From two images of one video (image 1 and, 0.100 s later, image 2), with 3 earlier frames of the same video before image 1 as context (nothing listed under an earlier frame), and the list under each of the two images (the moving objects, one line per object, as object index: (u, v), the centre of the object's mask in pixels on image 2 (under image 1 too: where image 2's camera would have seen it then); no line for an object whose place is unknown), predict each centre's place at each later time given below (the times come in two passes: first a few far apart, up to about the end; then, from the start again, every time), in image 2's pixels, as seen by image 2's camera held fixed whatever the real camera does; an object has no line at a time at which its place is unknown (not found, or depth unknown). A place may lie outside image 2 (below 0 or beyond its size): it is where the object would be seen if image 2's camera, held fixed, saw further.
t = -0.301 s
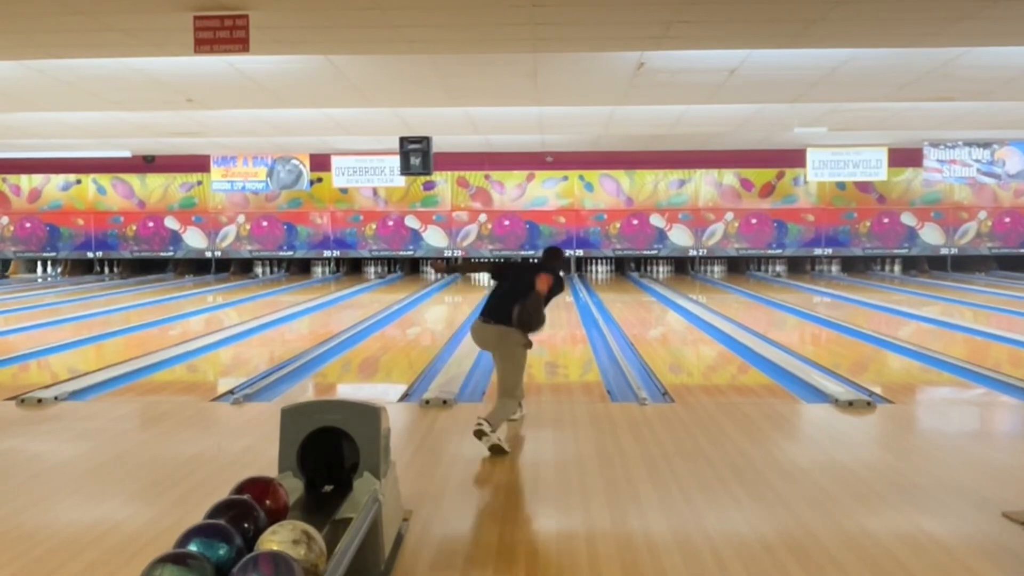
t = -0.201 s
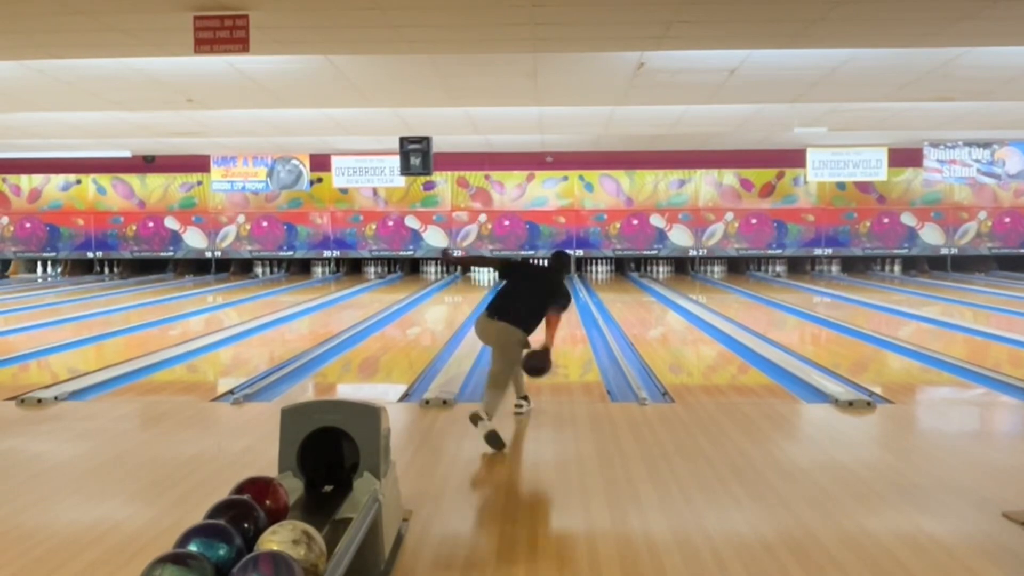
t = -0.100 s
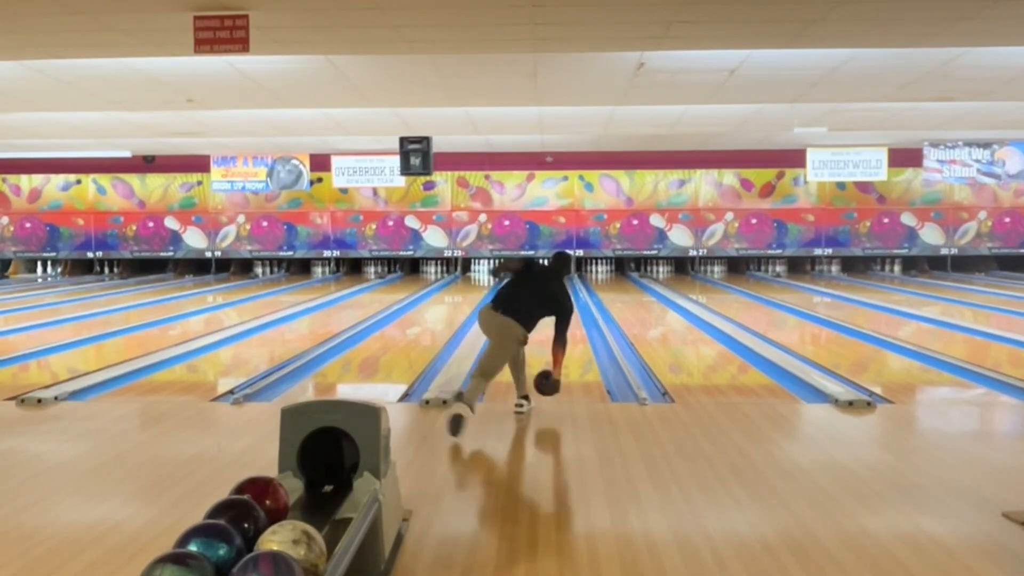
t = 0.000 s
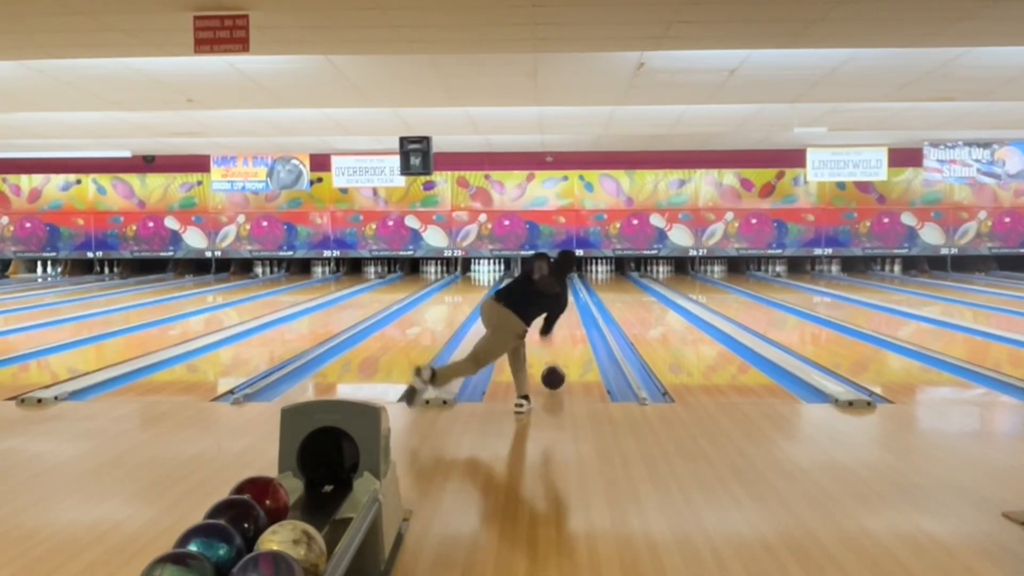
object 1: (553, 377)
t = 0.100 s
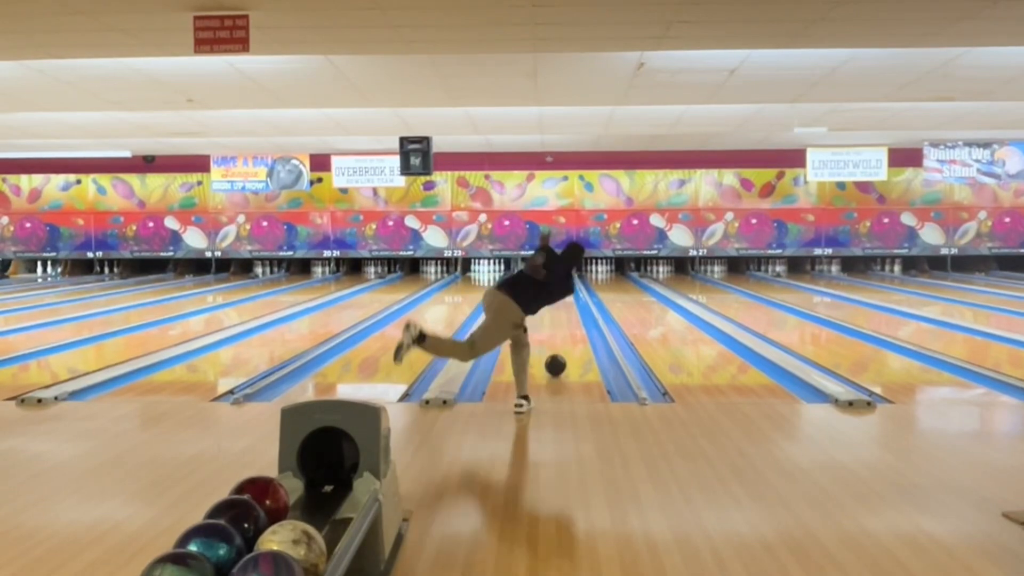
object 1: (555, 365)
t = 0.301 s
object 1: (559, 342)
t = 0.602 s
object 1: (562, 319)
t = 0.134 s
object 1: (556, 361)
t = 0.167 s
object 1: (557, 356)
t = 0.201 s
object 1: (557, 352)
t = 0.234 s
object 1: (558, 349)
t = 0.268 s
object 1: (558, 345)
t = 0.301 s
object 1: (559, 342)
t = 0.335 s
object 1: (559, 339)
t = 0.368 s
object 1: (560, 336)
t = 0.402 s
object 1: (560, 333)
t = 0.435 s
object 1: (561, 331)
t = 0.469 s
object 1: (561, 328)
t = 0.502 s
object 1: (561, 326)
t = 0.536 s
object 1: (561, 323)
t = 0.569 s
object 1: (562, 321)
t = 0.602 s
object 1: (562, 319)
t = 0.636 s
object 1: (564, 317)
